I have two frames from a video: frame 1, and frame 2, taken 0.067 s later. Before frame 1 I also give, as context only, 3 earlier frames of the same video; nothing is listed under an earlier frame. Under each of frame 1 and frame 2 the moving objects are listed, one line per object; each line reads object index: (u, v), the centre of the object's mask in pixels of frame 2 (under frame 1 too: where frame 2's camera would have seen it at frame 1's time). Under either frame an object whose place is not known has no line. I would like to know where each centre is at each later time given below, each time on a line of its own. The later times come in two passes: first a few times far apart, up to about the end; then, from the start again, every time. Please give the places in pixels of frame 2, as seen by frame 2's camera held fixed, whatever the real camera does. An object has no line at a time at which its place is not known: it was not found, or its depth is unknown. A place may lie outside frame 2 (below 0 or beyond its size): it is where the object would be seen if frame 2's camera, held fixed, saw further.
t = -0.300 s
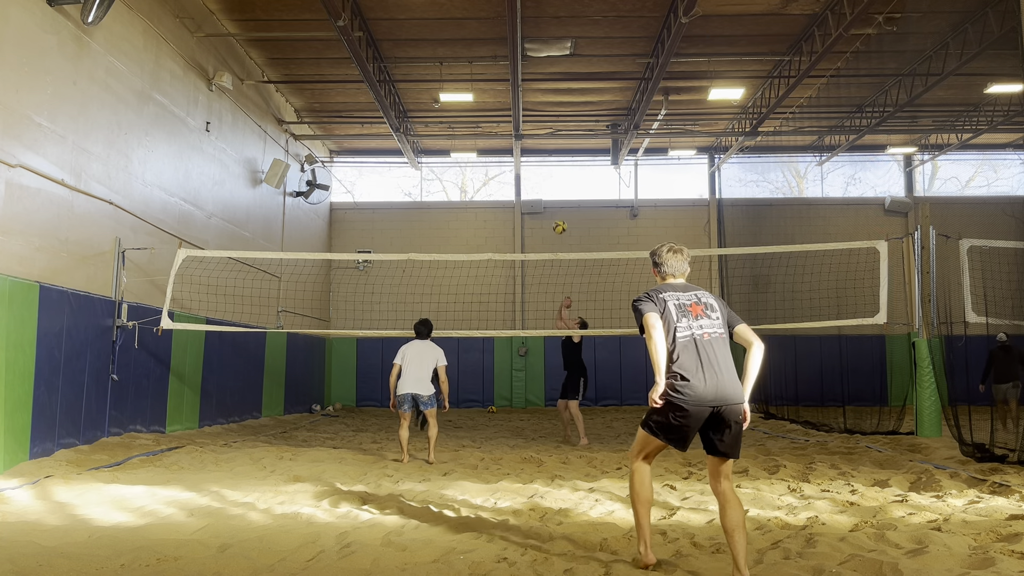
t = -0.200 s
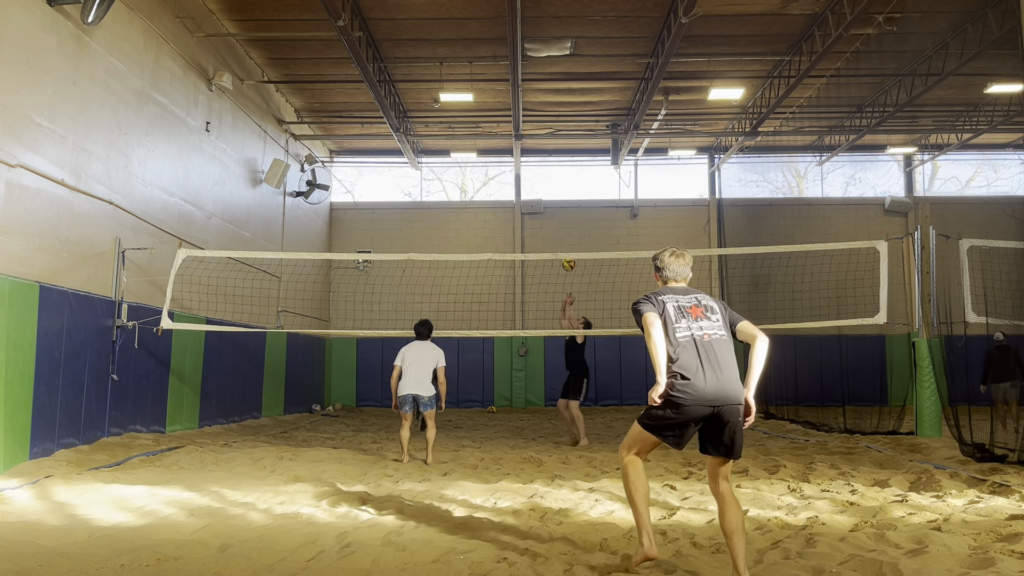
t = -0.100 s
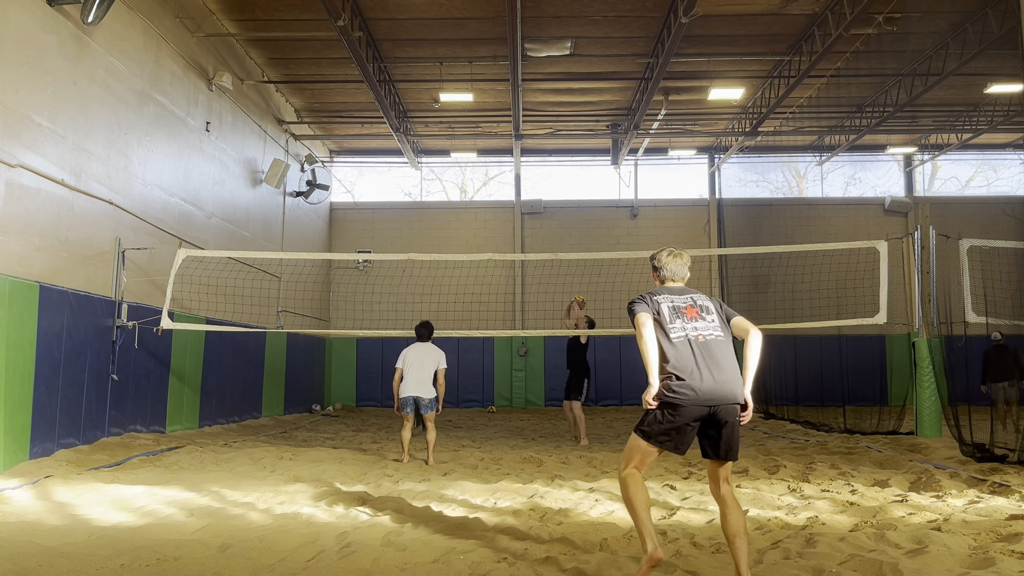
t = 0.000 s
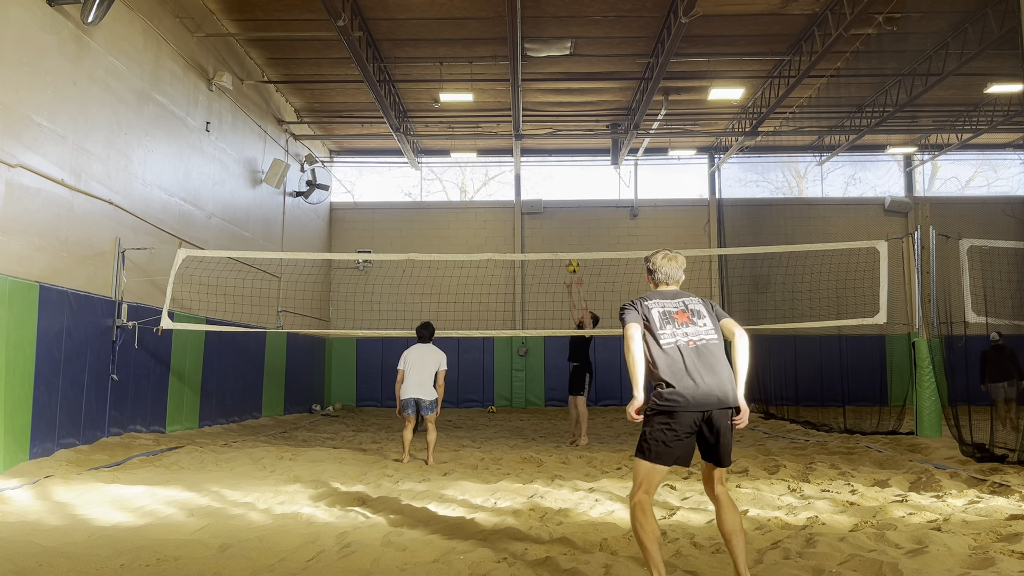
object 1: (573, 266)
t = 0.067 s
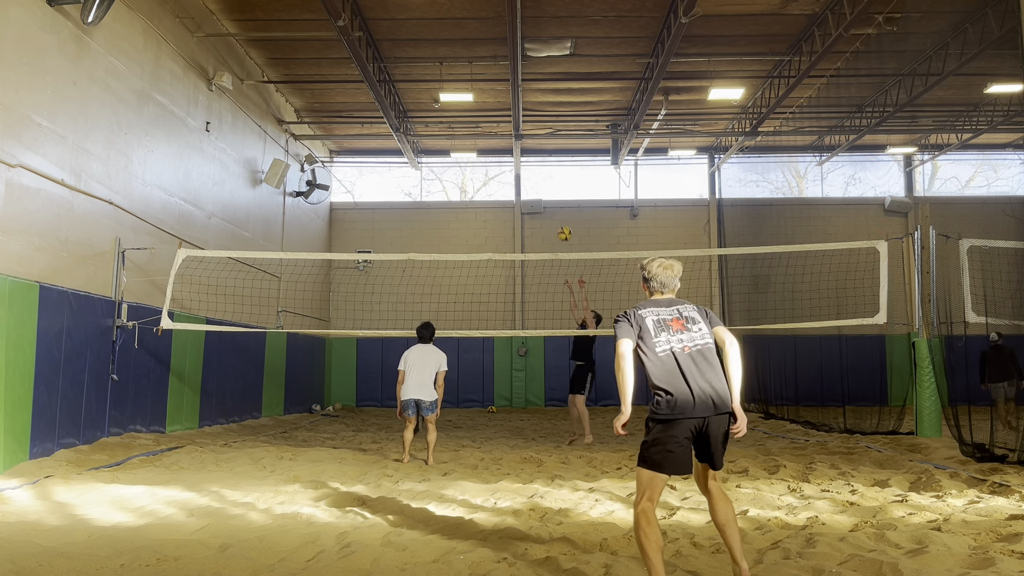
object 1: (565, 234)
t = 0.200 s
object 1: (548, 177)
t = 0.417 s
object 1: (523, 112)
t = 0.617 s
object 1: (500, 81)
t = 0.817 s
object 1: (477, 76)
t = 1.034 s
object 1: (452, 104)
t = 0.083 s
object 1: (562, 226)
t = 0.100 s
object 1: (560, 218)
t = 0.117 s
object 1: (558, 211)
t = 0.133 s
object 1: (556, 204)
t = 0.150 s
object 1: (554, 197)
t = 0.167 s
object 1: (552, 190)
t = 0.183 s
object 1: (550, 184)
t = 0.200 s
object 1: (548, 177)
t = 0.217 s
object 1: (546, 171)
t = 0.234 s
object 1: (544, 165)
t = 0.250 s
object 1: (542, 159)
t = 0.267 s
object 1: (540, 154)
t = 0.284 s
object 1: (538, 149)
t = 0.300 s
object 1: (536, 144)
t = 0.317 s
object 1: (534, 138)
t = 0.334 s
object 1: (532, 134)
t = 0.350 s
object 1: (530, 129)
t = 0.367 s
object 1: (528, 125)
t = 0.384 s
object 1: (526, 120)
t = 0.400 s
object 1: (525, 116)
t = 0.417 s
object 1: (523, 112)
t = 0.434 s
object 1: (521, 109)
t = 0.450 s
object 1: (519, 105)
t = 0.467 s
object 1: (517, 102)
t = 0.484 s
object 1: (515, 99)
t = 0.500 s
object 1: (513, 96)
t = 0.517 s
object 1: (511, 93)
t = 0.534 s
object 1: (509, 91)
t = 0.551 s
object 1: (507, 88)
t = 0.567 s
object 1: (505, 86)
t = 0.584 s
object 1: (504, 84)
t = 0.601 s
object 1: (502, 82)
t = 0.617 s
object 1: (500, 81)
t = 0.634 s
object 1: (498, 79)
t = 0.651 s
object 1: (496, 78)
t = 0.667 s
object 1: (494, 77)
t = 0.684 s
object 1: (492, 76)
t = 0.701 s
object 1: (490, 76)
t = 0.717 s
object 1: (489, 75)
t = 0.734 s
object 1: (487, 75)
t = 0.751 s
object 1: (485, 75)
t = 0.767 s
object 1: (483, 75)
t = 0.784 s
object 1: (481, 75)
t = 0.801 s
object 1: (479, 75)
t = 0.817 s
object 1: (477, 76)
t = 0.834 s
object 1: (475, 77)
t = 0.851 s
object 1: (473, 78)
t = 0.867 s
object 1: (471, 79)
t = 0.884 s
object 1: (469, 81)
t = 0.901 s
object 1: (468, 82)
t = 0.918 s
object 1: (466, 84)
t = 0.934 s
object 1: (464, 86)
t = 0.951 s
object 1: (462, 88)
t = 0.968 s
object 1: (460, 91)
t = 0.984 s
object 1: (458, 94)
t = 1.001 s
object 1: (456, 97)
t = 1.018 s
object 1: (454, 100)
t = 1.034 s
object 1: (452, 104)
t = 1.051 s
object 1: (450, 107)
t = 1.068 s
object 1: (448, 110)
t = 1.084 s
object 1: (446, 115)
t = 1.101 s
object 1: (444, 119)
